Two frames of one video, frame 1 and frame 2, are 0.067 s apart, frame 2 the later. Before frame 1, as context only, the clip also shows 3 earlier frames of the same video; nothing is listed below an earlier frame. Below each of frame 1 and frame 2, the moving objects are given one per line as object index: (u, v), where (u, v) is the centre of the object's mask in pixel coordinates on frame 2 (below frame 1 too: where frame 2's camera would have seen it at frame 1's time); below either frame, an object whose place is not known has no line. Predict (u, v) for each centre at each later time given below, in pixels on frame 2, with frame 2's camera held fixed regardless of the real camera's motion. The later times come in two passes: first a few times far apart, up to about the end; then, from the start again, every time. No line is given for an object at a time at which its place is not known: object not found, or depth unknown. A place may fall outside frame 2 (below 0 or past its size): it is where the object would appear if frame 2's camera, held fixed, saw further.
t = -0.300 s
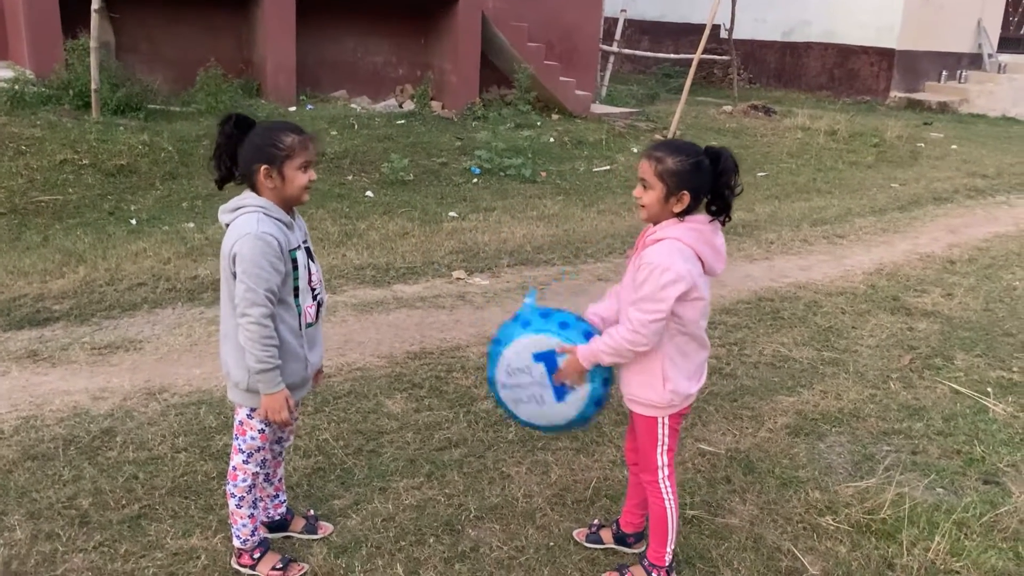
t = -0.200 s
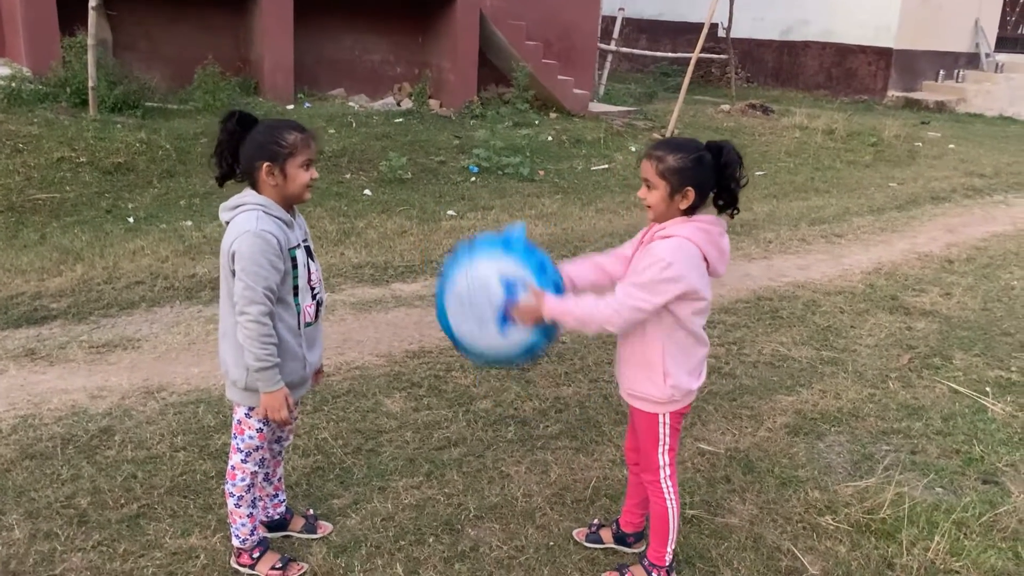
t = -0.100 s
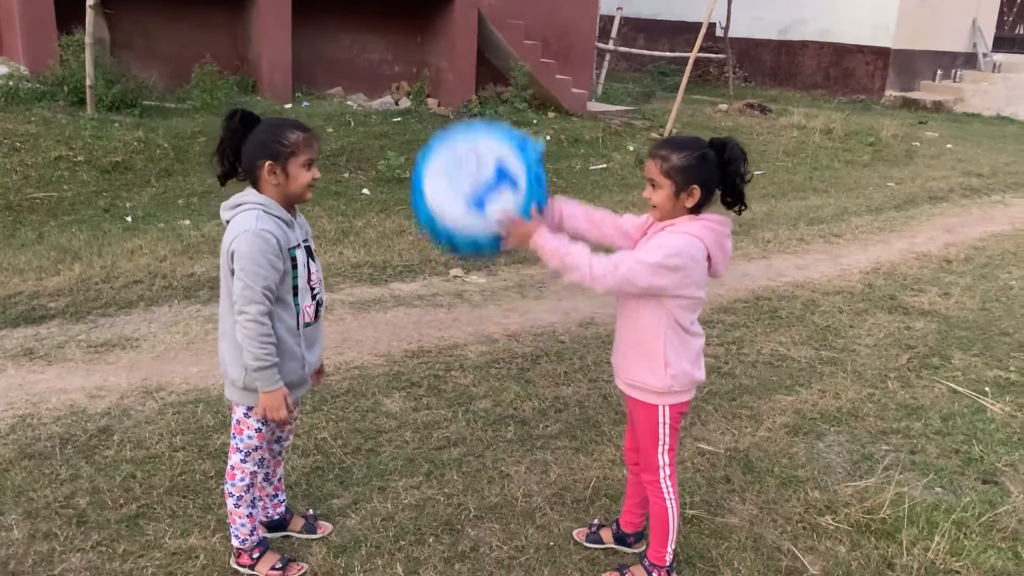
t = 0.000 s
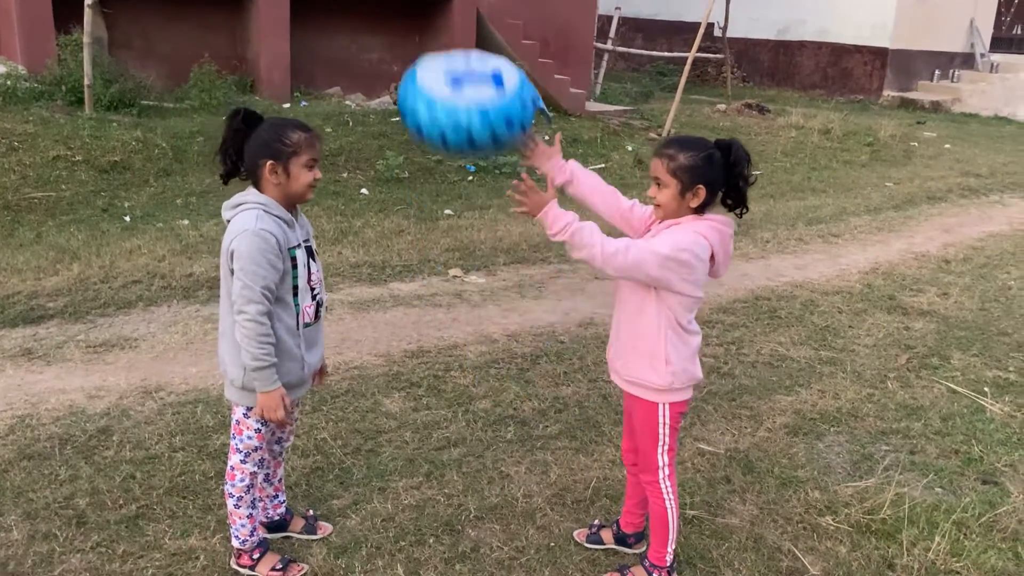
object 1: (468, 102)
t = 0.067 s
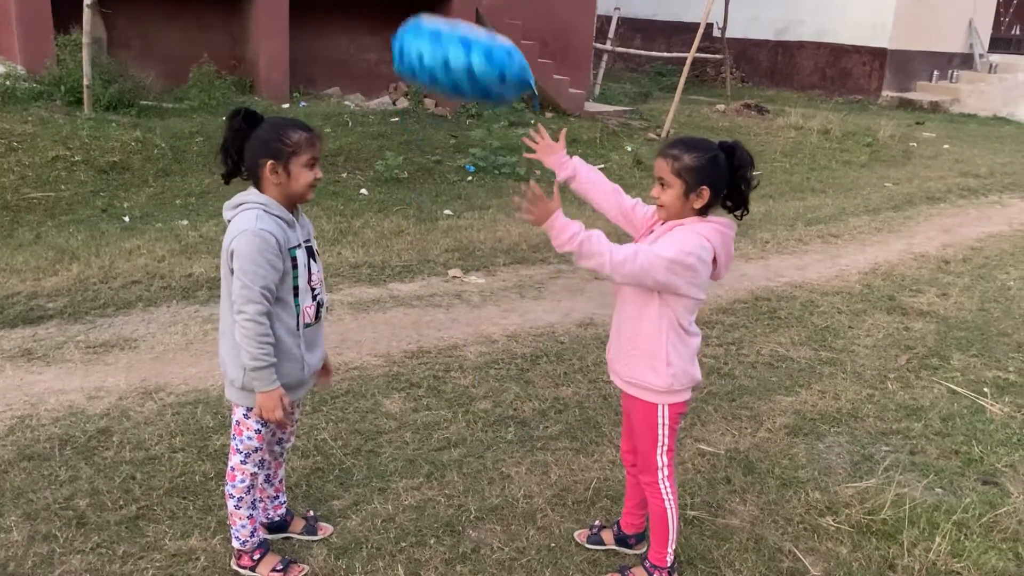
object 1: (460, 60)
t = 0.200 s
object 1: (452, 30)
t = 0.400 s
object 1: (426, 20)
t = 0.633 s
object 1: (397, 30)
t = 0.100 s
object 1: (458, 45)
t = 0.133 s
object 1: (457, 39)
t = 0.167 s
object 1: (455, 34)
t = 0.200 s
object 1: (452, 30)
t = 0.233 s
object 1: (448, 27)
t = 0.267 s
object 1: (444, 25)
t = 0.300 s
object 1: (440, 23)
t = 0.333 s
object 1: (436, 22)
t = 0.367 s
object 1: (430, 21)
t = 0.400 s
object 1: (426, 20)
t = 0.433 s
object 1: (422, 20)
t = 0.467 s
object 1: (417, 20)
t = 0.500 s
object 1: (413, 22)
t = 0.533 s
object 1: (409, 23)
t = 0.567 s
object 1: (406, 25)
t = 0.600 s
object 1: (401, 27)
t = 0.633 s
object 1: (397, 30)
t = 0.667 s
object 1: (395, 35)
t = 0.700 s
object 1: (390, 40)
